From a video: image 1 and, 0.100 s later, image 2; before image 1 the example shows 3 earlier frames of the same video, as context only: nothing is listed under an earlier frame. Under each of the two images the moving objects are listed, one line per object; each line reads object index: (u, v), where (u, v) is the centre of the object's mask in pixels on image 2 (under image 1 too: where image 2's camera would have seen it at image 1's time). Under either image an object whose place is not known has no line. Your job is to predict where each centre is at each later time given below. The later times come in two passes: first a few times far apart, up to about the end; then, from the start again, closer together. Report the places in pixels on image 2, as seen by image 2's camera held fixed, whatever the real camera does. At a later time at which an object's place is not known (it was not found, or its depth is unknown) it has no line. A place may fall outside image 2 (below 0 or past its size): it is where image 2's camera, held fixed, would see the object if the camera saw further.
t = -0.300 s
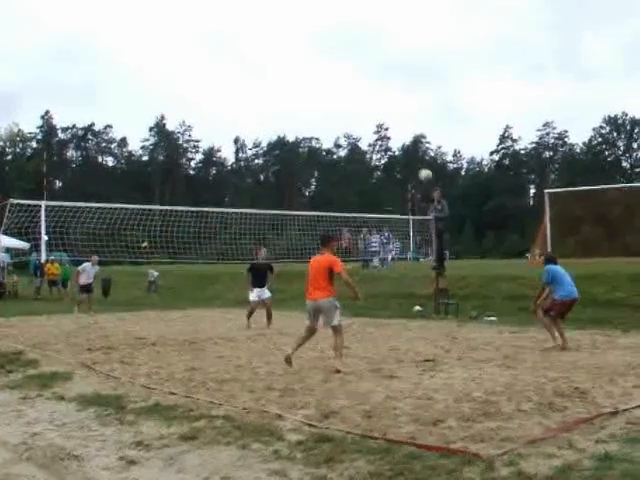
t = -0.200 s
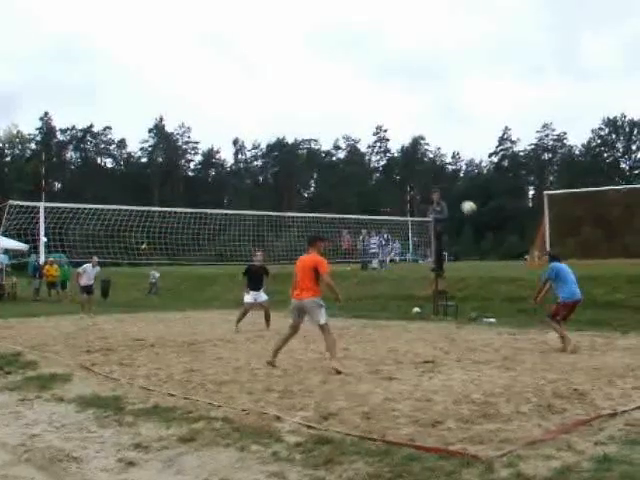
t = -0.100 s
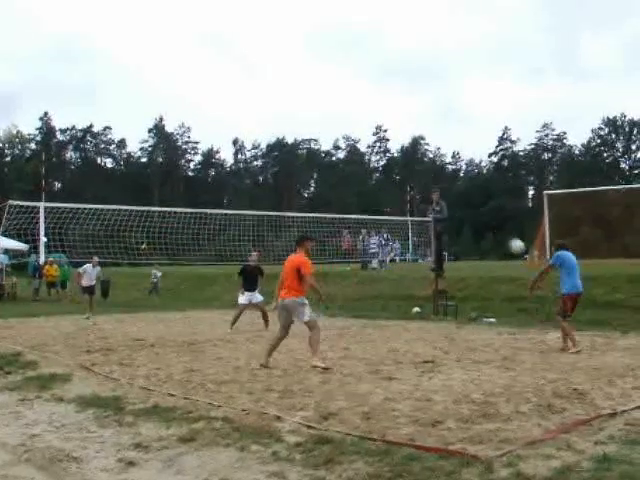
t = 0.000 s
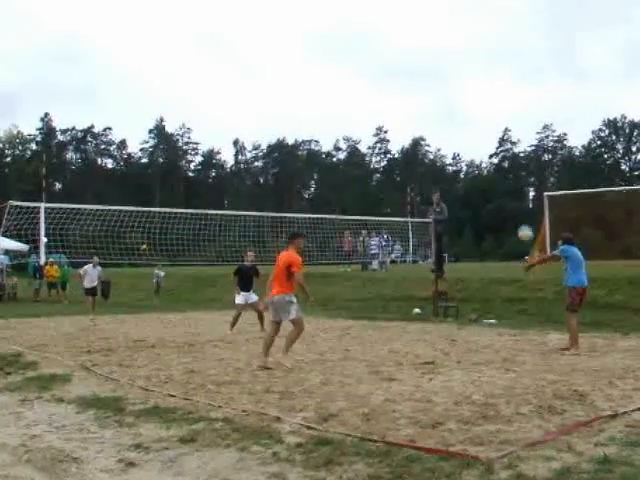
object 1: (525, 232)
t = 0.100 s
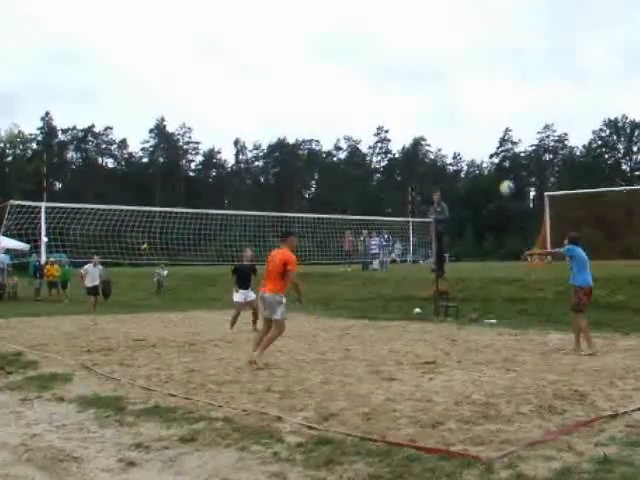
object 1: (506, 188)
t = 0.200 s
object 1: (488, 152)
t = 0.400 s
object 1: (454, 102)
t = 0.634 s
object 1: (418, 77)
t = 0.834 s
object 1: (389, 81)
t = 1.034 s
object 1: (362, 105)
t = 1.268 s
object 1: (332, 161)
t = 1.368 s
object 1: (319, 189)
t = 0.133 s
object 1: (500, 174)
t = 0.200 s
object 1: (488, 152)
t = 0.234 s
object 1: (483, 142)
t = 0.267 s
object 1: (477, 132)
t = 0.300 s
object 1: (471, 123)
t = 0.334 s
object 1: (465, 115)
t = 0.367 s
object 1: (459, 108)
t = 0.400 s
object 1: (454, 102)
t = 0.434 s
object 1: (449, 95)
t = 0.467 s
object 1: (443, 91)
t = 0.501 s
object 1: (438, 86)
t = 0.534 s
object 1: (433, 83)
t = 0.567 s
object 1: (428, 80)
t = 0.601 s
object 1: (423, 78)
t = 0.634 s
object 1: (418, 77)
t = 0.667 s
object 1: (413, 76)
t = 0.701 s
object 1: (408, 76)
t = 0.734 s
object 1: (403, 76)
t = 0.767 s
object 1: (398, 77)
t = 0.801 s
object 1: (393, 79)
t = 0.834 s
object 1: (389, 81)
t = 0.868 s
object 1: (384, 83)
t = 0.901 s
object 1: (380, 86)
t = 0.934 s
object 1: (375, 90)
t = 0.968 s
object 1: (371, 95)
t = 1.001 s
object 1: (366, 100)
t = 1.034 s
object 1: (362, 105)
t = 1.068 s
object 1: (357, 112)
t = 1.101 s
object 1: (353, 118)
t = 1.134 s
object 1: (349, 126)
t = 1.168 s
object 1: (344, 134)
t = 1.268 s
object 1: (332, 161)
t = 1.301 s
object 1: (328, 168)
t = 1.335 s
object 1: (324, 178)
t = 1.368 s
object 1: (319, 189)
